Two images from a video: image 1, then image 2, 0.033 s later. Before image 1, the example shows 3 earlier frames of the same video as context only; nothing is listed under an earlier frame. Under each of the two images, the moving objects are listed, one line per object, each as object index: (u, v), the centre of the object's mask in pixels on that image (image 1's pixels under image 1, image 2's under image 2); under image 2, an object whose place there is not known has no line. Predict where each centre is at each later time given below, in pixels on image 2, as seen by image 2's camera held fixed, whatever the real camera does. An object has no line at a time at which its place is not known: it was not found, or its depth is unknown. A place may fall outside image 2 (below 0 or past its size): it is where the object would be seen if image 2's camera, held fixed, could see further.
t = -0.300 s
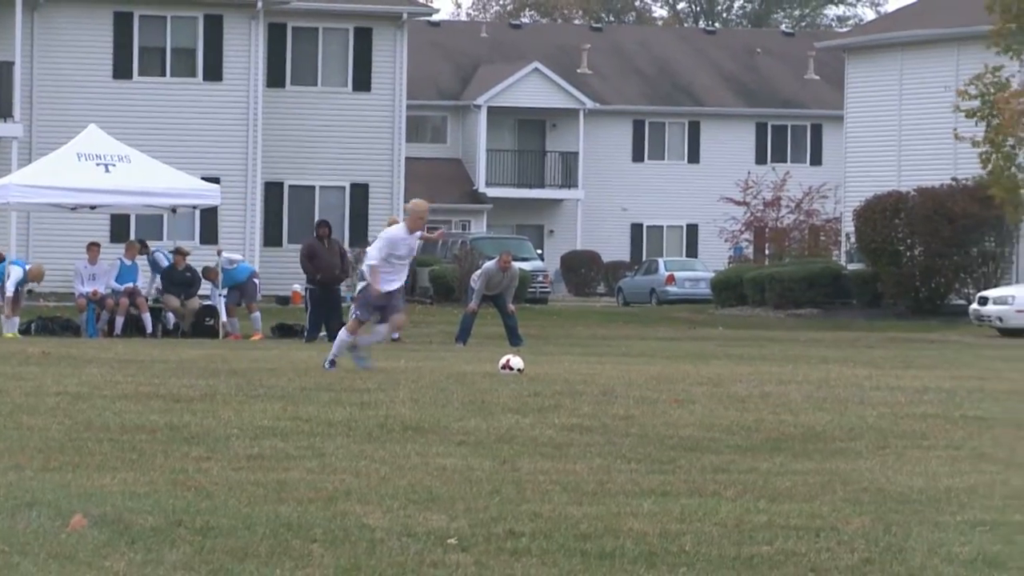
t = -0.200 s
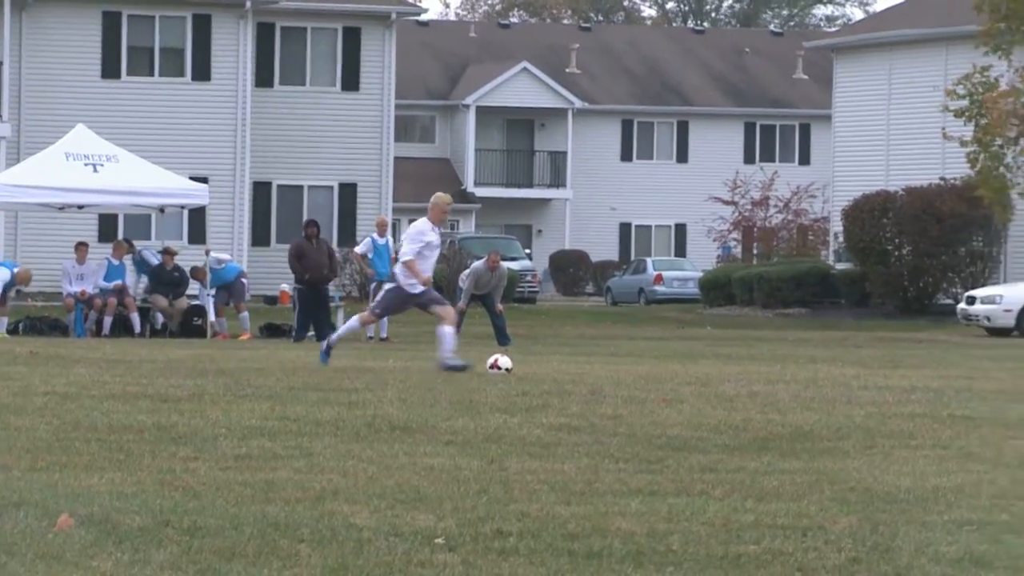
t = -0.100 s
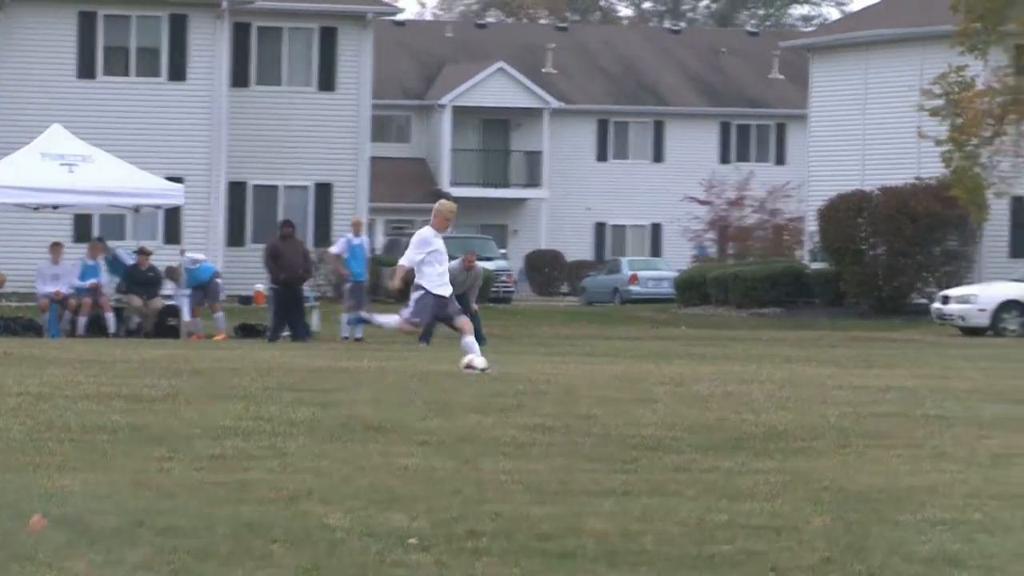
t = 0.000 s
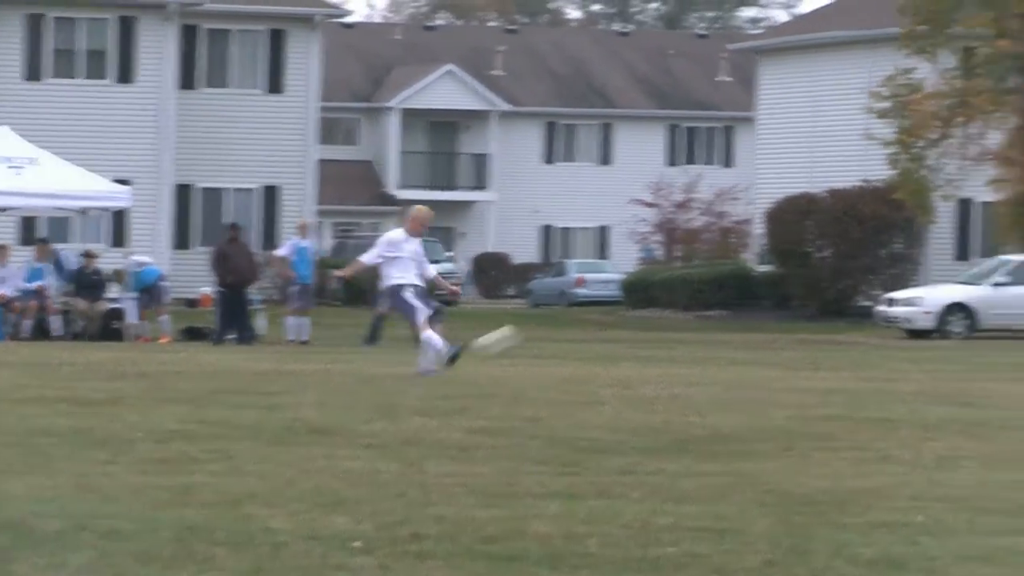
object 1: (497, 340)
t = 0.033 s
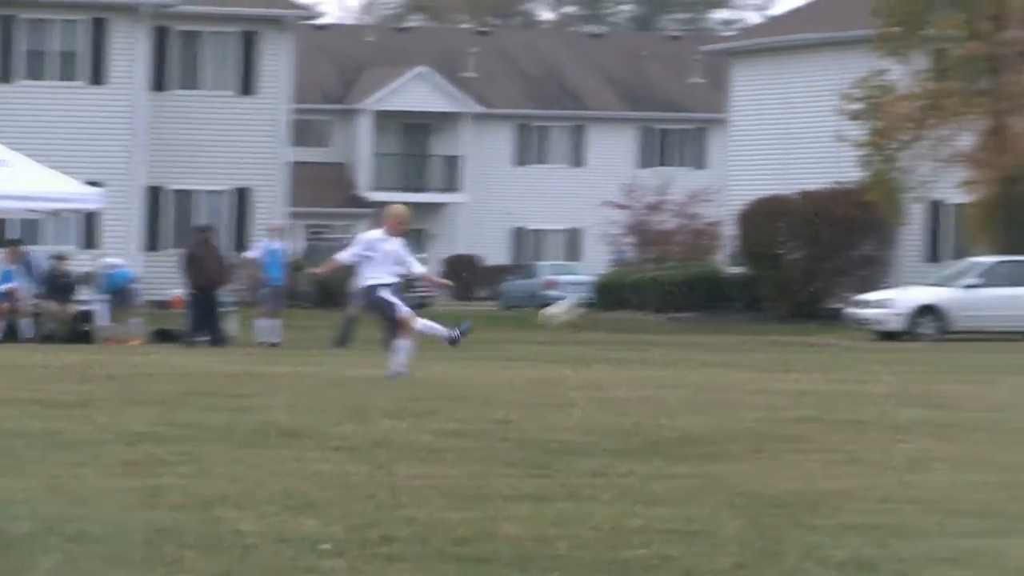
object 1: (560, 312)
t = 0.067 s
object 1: (654, 283)
